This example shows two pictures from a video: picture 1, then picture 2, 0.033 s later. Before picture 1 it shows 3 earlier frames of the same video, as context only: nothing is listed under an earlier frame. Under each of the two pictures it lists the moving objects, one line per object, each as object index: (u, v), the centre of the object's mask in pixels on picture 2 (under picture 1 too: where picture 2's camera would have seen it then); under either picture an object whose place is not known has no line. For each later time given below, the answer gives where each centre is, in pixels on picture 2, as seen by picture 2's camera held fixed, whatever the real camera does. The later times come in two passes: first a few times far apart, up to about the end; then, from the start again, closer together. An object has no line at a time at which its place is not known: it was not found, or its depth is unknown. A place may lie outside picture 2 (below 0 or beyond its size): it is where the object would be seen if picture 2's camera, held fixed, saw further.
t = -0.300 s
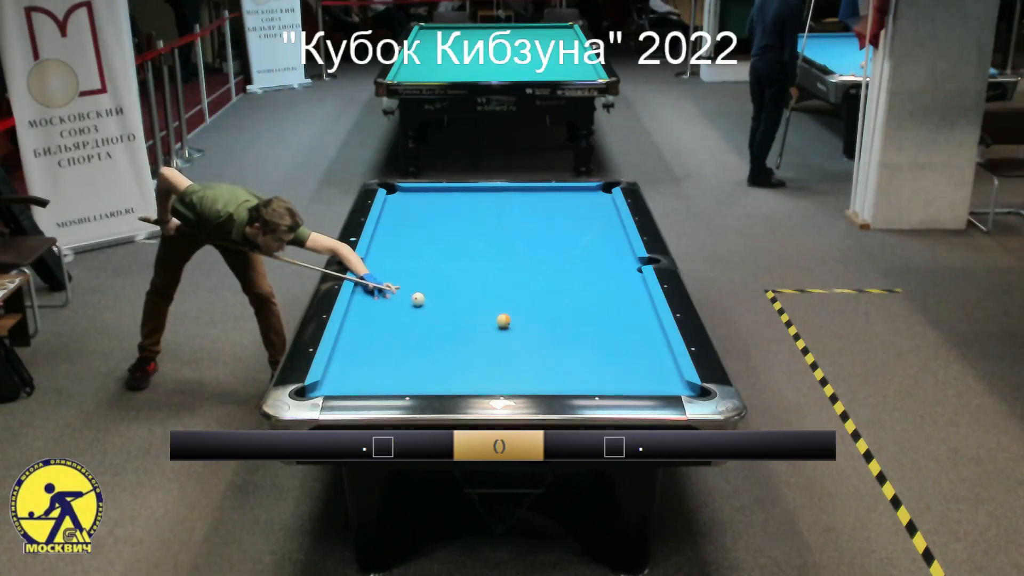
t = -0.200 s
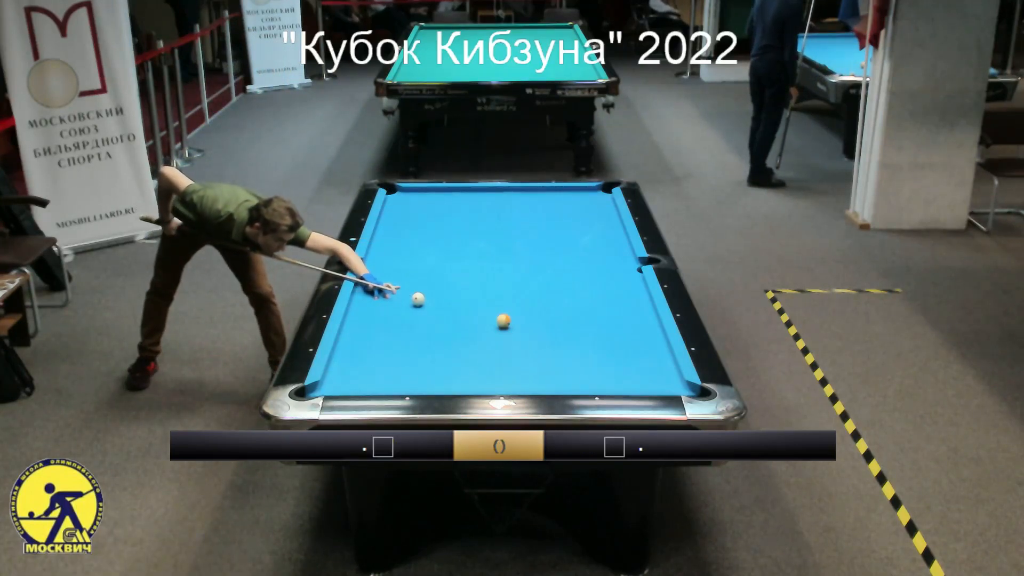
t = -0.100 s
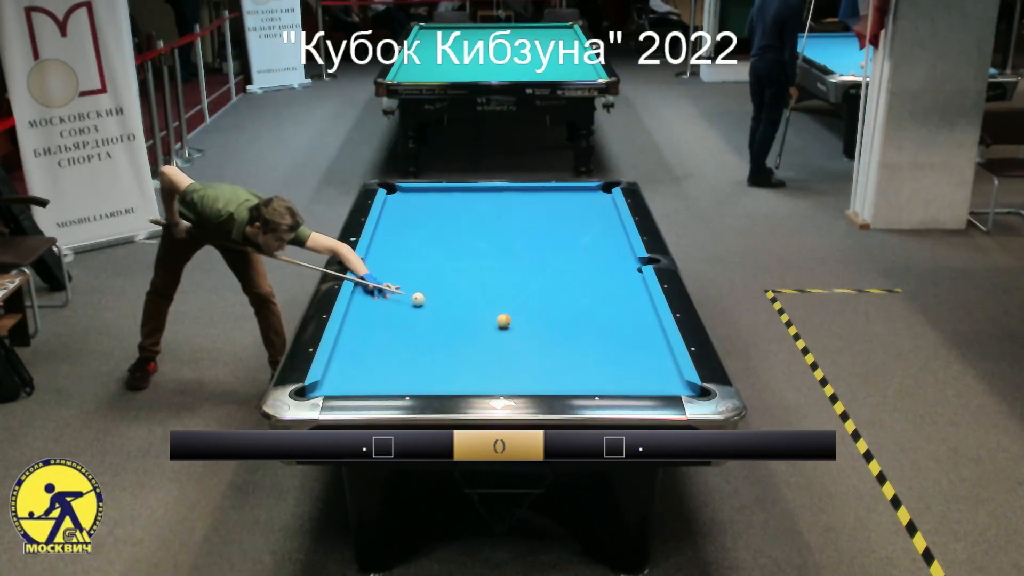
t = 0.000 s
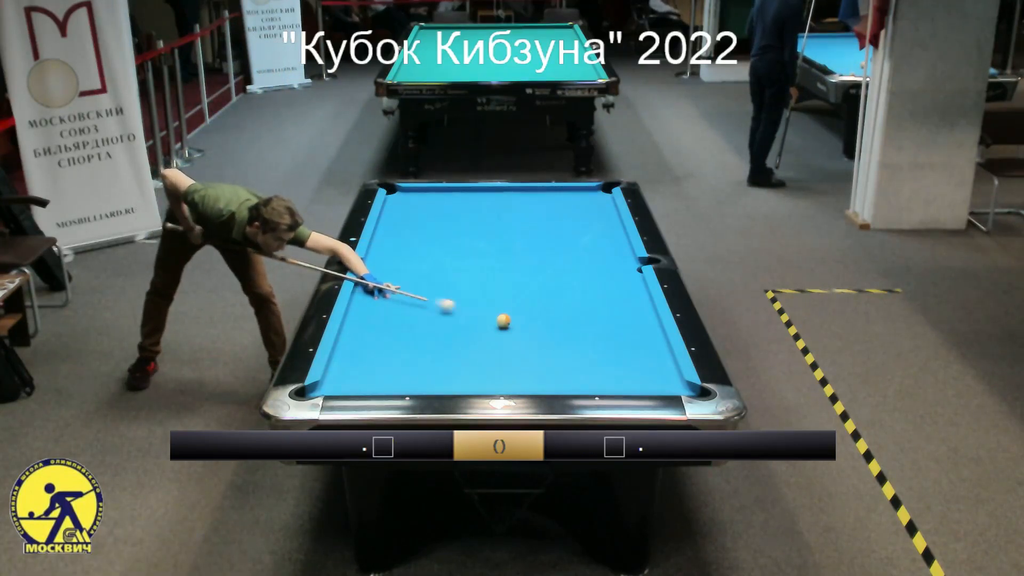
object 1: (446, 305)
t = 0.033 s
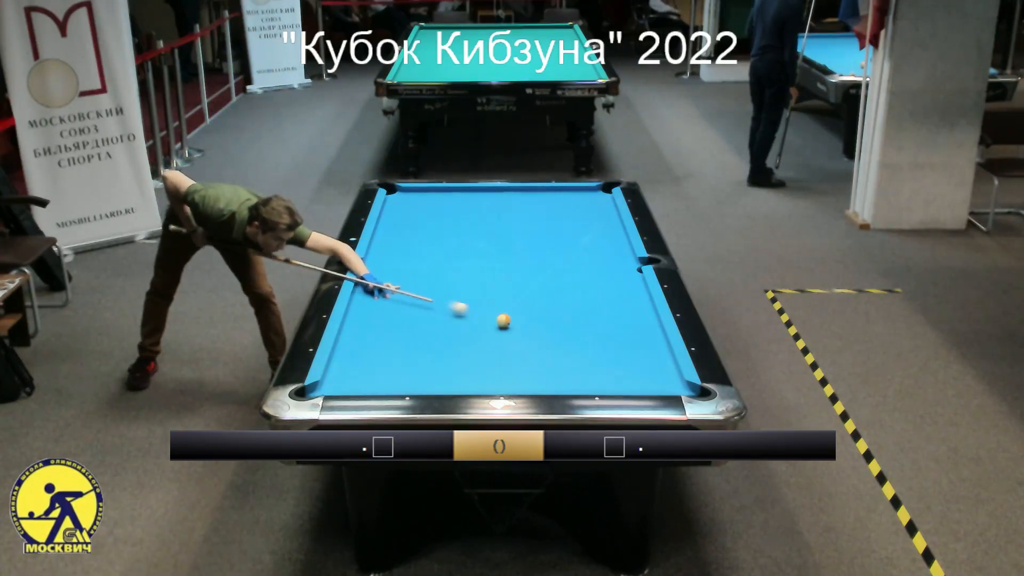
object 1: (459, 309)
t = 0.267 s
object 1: (506, 315)
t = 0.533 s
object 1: (541, 316)
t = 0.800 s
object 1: (574, 316)
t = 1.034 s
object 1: (607, 316)
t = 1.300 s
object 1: (637, 317)
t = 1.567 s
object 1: (644, 317)
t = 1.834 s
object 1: (627, 317)
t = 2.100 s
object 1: (612, 316)
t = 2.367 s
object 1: (598, 317)
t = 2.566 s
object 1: (587, 316)
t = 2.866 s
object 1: (574, 316)
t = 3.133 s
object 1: (563, 316)
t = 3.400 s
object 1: (554, 316)
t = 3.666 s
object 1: (546, 316)
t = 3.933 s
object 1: (540, 316)
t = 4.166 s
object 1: (535, 316)
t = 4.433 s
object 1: (530, 316)
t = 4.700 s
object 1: (528, 316)
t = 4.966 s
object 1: (526, 316)
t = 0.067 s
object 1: (471, 312)
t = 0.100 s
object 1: (484, 315)
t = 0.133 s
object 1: (493, 317)
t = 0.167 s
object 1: (496, 317)
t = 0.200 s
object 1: (499, 316)
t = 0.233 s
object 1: (502, 316)
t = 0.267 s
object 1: (506, 315)
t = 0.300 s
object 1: (510, 315)
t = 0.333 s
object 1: (515, 315)
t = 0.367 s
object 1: (519, 315)
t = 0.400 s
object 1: (523, 316)
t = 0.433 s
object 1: (528, 316)
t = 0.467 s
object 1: (532, 316)
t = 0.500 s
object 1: (536, 316)
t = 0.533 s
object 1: (541, 316)
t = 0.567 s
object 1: (545, 316)
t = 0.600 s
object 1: (549, 316)
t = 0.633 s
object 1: (554, 316)
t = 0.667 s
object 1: (557, 316)
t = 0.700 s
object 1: (562, 316)
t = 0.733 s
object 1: (566, 316)
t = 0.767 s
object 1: (570, 316)
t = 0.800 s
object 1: (574, 316)
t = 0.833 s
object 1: (578, 316)
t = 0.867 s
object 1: (582, 316)
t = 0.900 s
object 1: (586, 316)
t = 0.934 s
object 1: (590, 316)
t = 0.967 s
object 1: (598, 316)
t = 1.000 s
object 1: (602, 316)
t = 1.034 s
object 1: (607, 316)
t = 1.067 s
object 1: (610, 316)
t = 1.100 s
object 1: (614, 316)
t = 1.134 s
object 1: (618, 316)
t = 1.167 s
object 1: (622, 316)
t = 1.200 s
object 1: (626, 317)
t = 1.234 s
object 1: (630, 317)
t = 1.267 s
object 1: (633, 317)
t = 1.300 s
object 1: (637, 317)
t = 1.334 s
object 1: (641, 317)
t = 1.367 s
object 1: (645, 317)
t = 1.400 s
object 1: (649, 317)
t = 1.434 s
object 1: (652, 317)
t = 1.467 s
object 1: (650, 317)
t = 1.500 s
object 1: (648, 317)
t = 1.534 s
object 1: (646, 317)
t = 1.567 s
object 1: (644, 317)
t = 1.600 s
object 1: (642, 317)
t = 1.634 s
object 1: (640, 317)
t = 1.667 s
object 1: (638, 317)
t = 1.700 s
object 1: (636, 317)
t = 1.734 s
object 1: (633, 317)
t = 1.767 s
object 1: (631, 317)
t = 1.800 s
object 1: (629, 317)
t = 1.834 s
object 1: (627, 317)
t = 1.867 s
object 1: (626, 317)
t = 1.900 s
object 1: (624, 317)
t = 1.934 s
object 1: (622, 317)
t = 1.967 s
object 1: (619, 317)
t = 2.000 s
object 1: (618, 317)
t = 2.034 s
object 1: (616, 317)
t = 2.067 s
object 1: (614, 316)
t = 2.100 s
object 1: (612, 316)
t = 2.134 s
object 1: (610, 316)
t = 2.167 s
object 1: (608, 316)
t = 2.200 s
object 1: (607, 316)
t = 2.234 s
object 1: (605, 317)
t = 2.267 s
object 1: (603, 316)
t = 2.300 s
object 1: (601, 317)
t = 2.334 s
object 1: (599, 316)
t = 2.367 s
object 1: (598, 317)
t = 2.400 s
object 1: (596, 316)
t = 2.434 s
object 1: (595, 316)
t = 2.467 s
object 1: (593, 316)
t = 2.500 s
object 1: (591, 316)
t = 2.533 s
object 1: (588, 316)
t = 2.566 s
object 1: (587, 316)
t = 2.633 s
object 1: (583, 316)
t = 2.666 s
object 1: (582, 316)
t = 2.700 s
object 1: (580, 316)
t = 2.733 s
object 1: (579, 316)
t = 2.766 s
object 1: (578, 316)
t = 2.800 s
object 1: (576, 316)
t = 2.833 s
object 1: (575, 316)
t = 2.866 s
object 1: (574, 316)
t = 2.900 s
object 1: (572, 316)
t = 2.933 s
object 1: (571, 316)
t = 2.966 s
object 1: (569, 316)
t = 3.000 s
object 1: (568, 316)
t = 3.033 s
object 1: (567, 316)
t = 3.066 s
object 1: (566, 316)
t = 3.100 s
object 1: (564, 316)
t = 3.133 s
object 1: (563, 316)
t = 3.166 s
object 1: (562, 316)
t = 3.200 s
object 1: (561, 316)
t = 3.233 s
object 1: (560, 316)
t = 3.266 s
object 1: (558, 316)
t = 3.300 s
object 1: (557, 316)
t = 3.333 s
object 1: (556, 316)
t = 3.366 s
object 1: (555, 316)
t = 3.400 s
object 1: (554, 316)
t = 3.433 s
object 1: (553, 316)
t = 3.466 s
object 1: (552, 316)
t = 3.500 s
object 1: (551, 316)
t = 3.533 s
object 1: (550, 316)
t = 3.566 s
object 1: (549, 316)
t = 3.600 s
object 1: (548, 316)
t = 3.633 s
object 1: (547, 316)
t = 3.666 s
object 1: (546, 316)
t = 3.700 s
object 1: (545, 316)
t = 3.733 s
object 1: (544, 316)
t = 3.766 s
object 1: (544, 316)
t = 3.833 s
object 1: (543, 316)
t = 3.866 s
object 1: (541, 316)
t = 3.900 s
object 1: (540, 316)
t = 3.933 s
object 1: (540, 316)
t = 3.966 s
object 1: (539, 316)
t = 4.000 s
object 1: (538, 316)
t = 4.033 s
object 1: (537, 316)
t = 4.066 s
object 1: (537, 316)
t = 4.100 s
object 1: (536, 316)
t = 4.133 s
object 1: (536, 316)
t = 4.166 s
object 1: (535, 316)
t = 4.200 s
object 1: (534, 316)
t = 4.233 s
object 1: (534, 316)
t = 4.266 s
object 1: (533, 316)
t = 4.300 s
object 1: (533, 316)
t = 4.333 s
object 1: (532, 316)
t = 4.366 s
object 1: (532, 316)
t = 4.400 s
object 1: (531, 316)
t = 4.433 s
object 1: (530, 316)
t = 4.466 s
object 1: (530, 316)
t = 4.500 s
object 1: (530, 316)
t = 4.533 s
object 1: (529, 316)
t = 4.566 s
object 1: (529, 316)
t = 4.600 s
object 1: (528, 316)
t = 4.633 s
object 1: (528, 316)
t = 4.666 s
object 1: (528, 316)
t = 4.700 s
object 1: (528, 316)
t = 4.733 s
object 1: (527, 316)
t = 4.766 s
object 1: (527, 316)
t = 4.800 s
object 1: (527, 316)
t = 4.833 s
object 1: (527, 316)
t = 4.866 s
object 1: (527, 316)
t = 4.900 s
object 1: (526, 316)
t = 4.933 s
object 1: (526, 316)
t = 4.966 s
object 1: (526, 316)
